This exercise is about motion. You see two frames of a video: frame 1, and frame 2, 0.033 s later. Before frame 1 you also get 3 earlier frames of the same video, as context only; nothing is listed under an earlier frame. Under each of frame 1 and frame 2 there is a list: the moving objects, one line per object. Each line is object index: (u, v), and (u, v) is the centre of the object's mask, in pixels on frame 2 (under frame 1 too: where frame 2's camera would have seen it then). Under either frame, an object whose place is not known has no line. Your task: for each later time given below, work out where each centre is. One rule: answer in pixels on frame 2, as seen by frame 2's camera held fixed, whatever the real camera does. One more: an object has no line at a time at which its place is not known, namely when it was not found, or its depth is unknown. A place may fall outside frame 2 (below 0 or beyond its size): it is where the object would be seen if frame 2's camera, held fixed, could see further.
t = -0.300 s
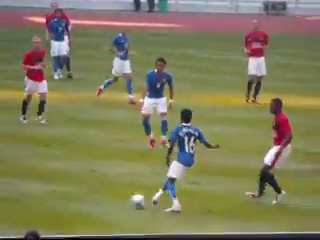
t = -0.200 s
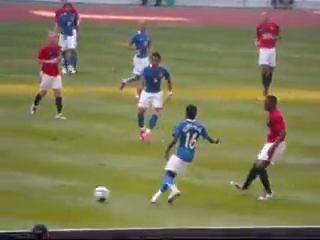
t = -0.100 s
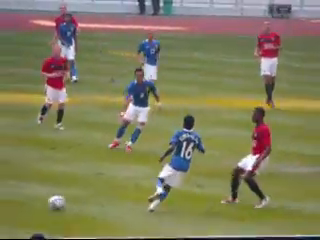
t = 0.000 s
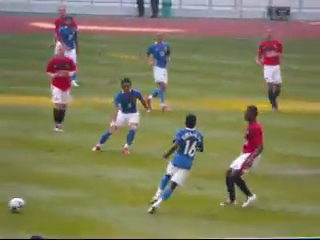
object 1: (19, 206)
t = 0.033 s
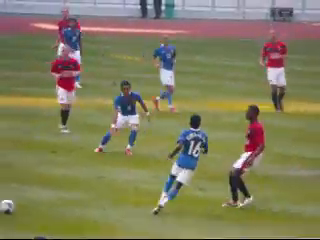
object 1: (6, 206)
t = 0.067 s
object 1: (-3, 206)
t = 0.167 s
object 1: (-29, 204)
